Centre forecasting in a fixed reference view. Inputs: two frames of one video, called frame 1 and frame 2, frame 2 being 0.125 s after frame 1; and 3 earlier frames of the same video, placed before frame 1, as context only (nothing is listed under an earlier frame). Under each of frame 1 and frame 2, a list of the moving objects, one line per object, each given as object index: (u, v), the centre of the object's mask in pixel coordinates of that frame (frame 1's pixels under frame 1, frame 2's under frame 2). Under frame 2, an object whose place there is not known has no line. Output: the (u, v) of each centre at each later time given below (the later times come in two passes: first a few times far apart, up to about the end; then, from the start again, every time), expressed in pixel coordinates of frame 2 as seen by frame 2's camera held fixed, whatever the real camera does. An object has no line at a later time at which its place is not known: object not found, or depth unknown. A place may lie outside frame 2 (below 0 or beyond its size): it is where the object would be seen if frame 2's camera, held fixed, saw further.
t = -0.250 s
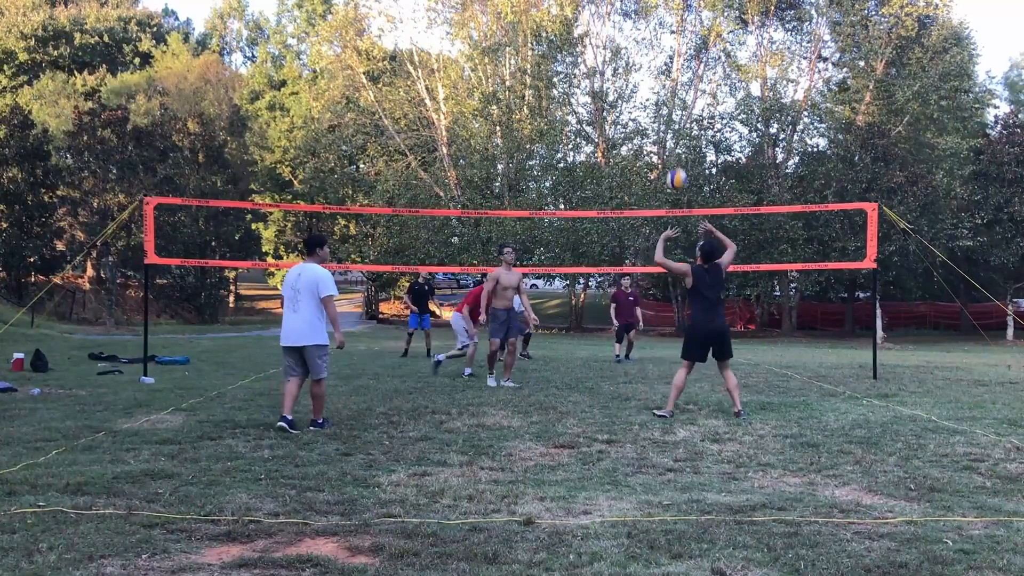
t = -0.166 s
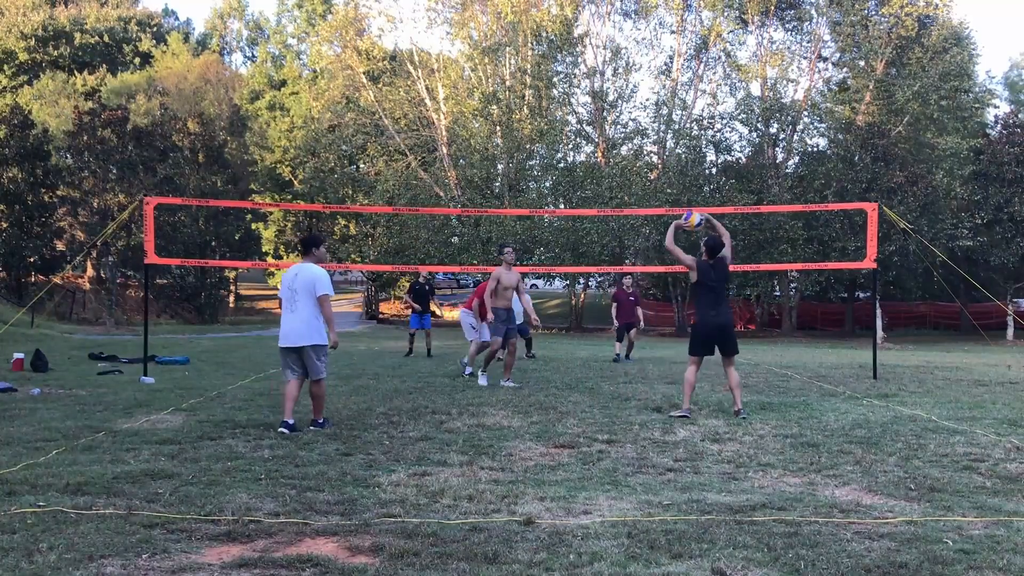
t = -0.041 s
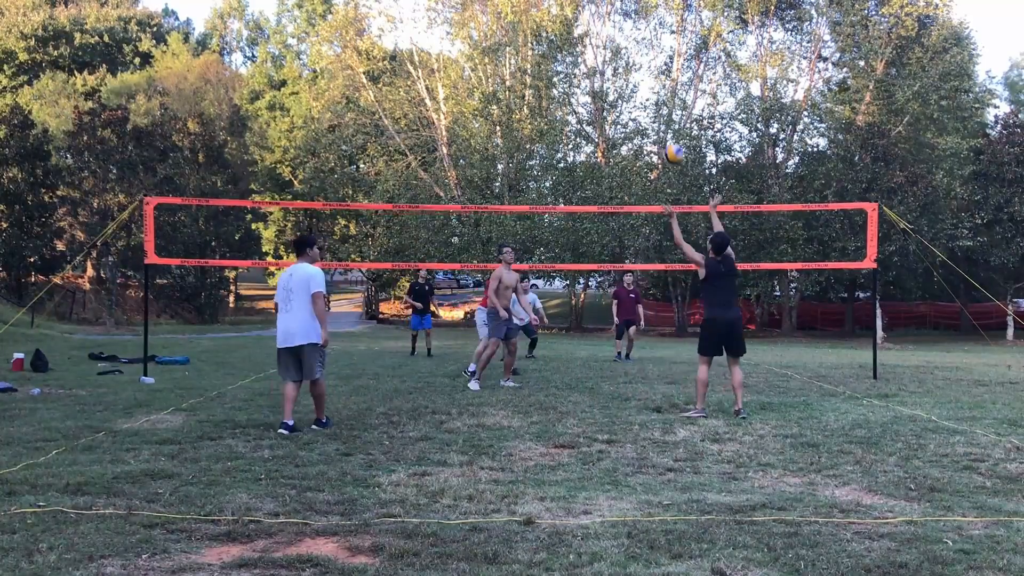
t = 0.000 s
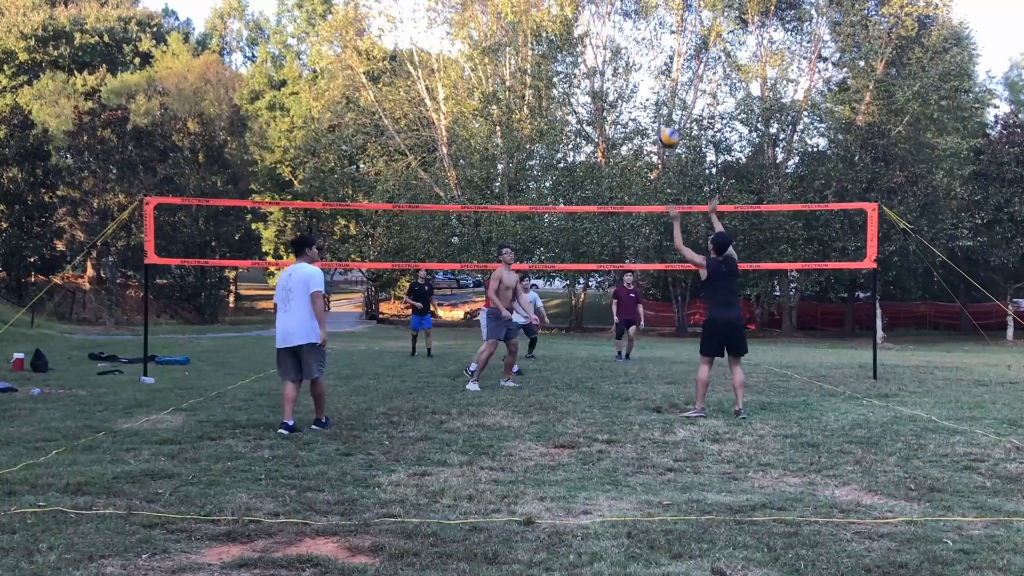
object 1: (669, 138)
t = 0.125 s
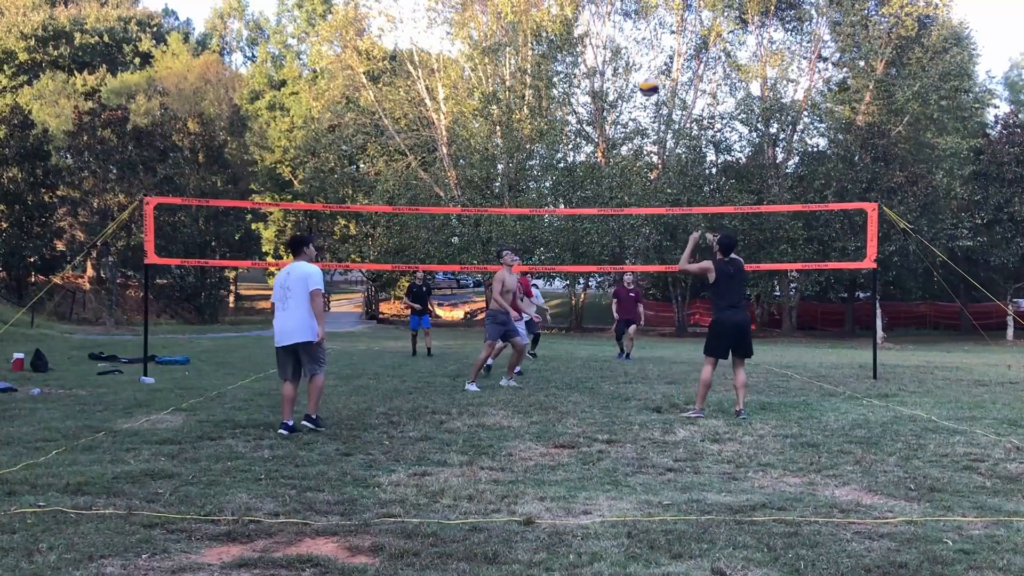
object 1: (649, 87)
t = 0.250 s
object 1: (632, 57)
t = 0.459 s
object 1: (604, 35)
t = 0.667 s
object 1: (579, 51)
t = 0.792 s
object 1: (565, 76)
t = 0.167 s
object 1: (644, 78)
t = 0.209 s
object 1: (637, 65)
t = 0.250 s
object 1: (632, 57)
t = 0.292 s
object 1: (626, 49)
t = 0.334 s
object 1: (622, 44)
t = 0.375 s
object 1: (615, 39)
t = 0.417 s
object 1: (611, 36)
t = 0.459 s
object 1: (604, 35)
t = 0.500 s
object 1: (600, 36)
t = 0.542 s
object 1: (594, 38)
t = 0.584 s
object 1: (589, 41)
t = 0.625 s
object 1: (583, 46)
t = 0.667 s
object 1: (579, 51)
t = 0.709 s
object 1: (575, 57)
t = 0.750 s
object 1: (570, 68)
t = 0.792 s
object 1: (565, 76)
